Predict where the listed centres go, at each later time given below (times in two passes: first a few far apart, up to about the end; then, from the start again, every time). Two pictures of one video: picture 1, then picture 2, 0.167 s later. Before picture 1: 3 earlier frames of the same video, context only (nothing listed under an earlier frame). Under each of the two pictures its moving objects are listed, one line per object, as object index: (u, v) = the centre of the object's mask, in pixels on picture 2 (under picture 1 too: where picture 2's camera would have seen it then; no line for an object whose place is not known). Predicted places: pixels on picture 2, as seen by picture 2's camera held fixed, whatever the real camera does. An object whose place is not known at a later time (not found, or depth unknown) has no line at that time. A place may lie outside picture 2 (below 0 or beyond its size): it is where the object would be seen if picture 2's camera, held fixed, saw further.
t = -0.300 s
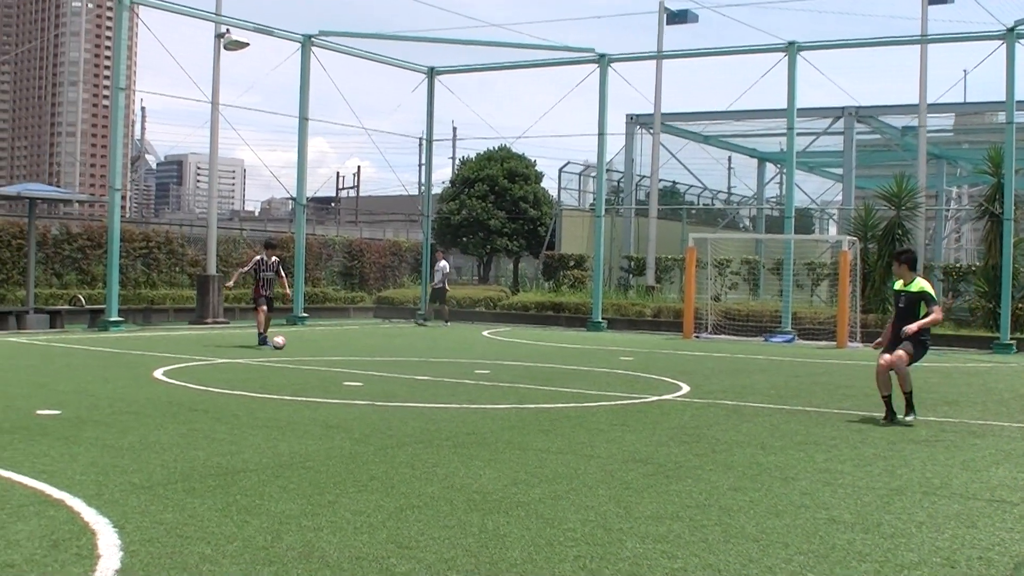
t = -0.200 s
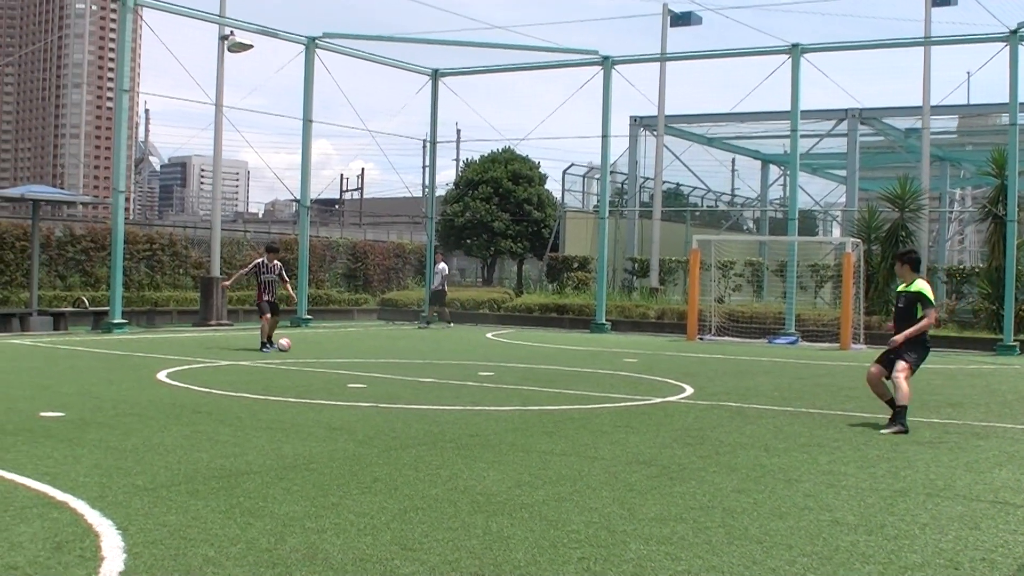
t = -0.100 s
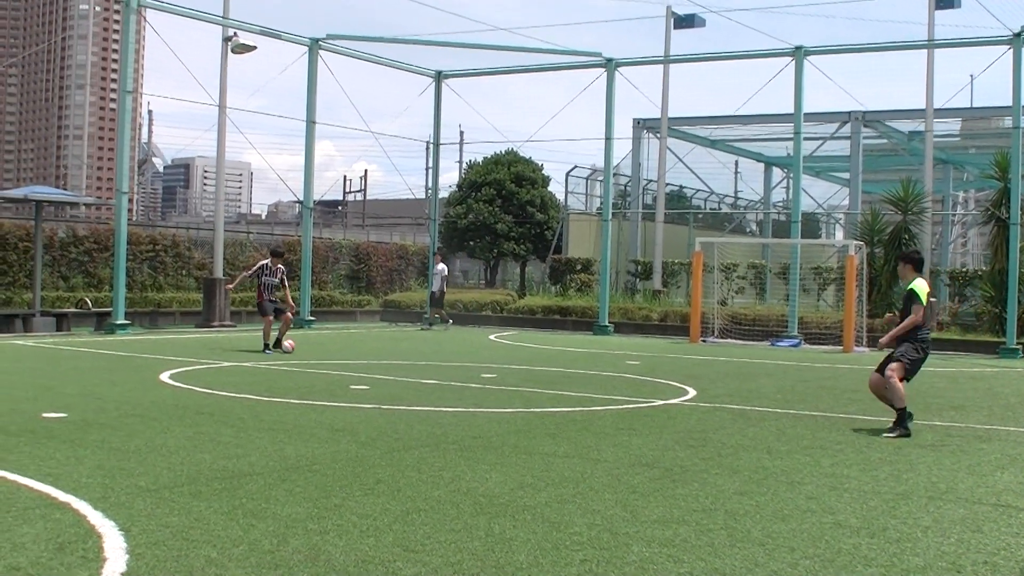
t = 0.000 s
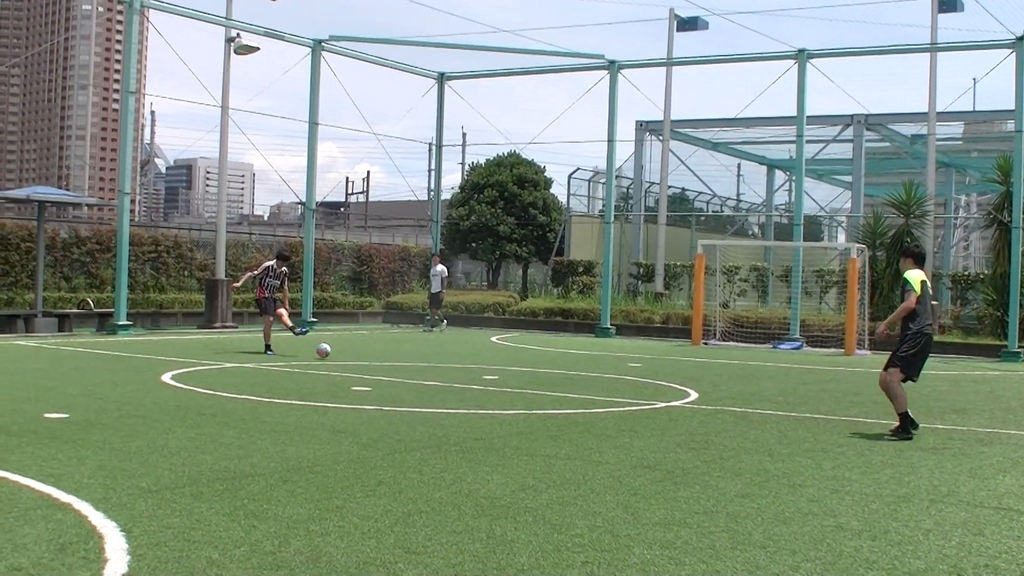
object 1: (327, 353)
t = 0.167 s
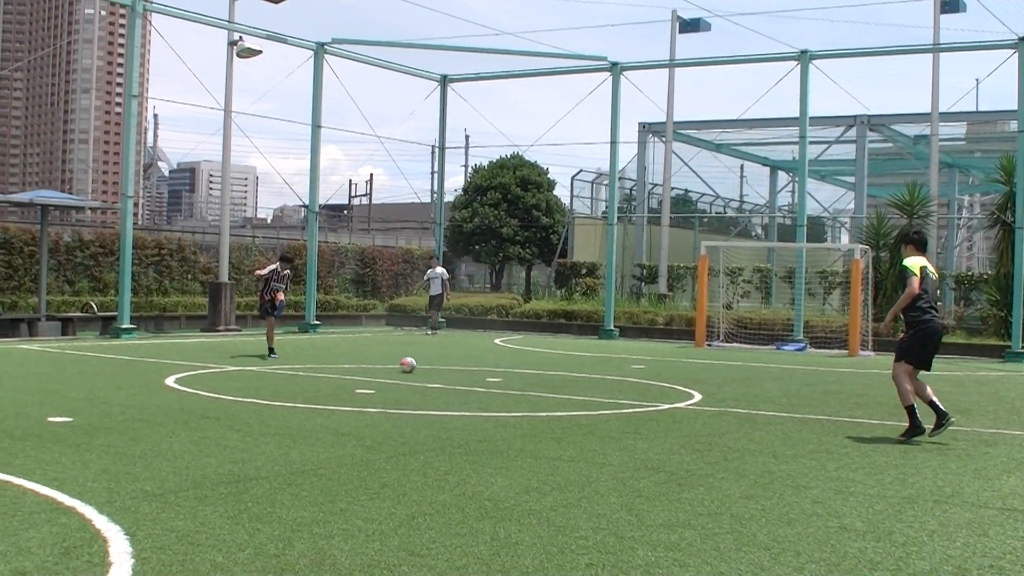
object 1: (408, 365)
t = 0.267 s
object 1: (458, 372)
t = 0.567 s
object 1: (618, 392)
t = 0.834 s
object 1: (780, 411)
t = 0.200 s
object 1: (424, 366)
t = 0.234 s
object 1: (441, 369)
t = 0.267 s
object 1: (458, 372)
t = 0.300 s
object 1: (476, 373)
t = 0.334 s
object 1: (493, 376)
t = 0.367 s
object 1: (510, 379)
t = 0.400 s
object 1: (528, 380)
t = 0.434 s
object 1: (545, 381)
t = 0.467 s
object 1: (563, 385)
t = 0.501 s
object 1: (581, 387)
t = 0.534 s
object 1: (599, 389)
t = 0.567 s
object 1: (618, 392)
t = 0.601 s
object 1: (637, 394)
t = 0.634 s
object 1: (655, 397)
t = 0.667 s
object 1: (675, 398)
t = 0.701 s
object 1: (694, 400)
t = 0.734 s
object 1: (715, 403)
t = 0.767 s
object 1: (736, 405)
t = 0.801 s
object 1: (757, 407)
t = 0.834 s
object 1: (780, 411)
